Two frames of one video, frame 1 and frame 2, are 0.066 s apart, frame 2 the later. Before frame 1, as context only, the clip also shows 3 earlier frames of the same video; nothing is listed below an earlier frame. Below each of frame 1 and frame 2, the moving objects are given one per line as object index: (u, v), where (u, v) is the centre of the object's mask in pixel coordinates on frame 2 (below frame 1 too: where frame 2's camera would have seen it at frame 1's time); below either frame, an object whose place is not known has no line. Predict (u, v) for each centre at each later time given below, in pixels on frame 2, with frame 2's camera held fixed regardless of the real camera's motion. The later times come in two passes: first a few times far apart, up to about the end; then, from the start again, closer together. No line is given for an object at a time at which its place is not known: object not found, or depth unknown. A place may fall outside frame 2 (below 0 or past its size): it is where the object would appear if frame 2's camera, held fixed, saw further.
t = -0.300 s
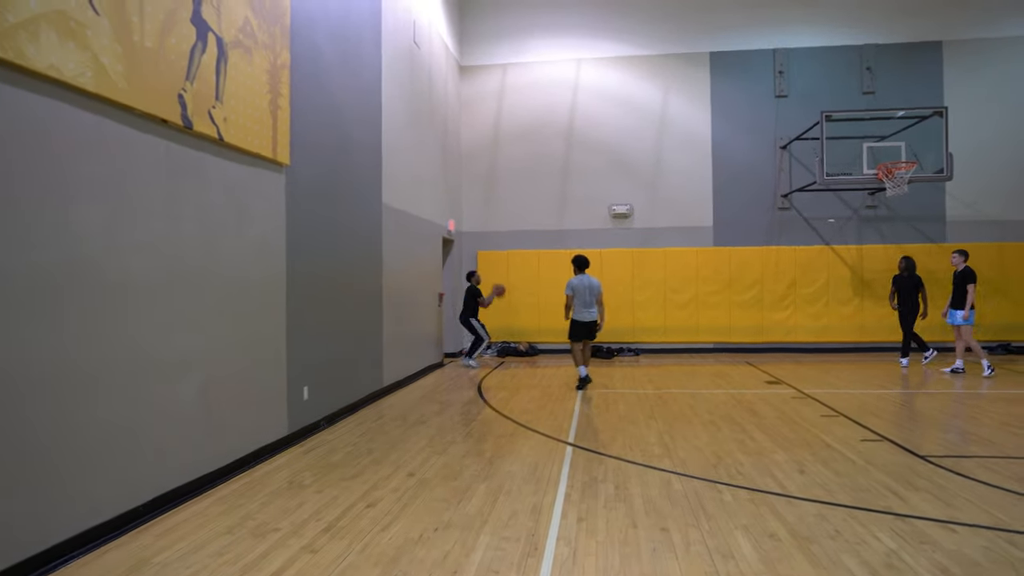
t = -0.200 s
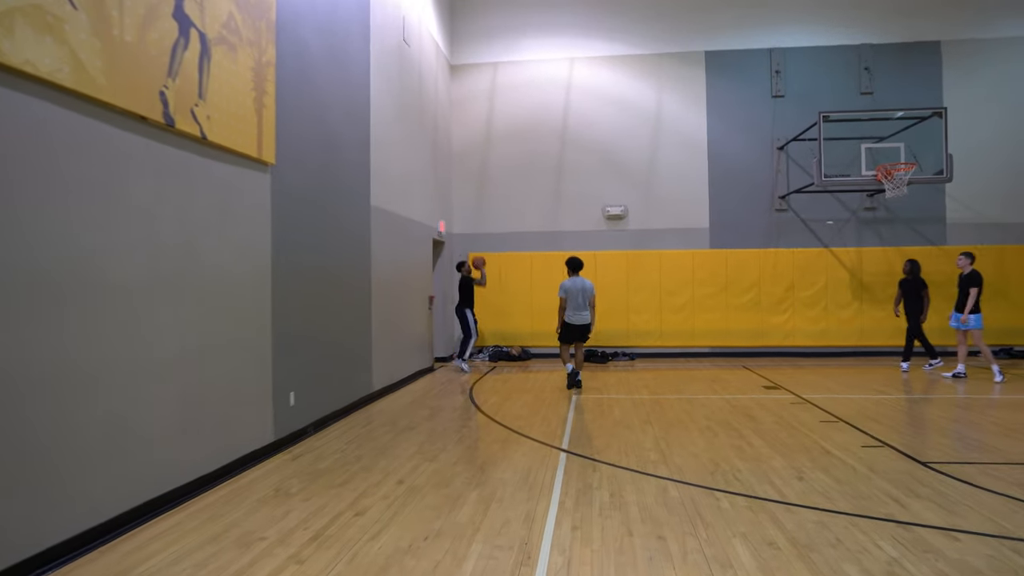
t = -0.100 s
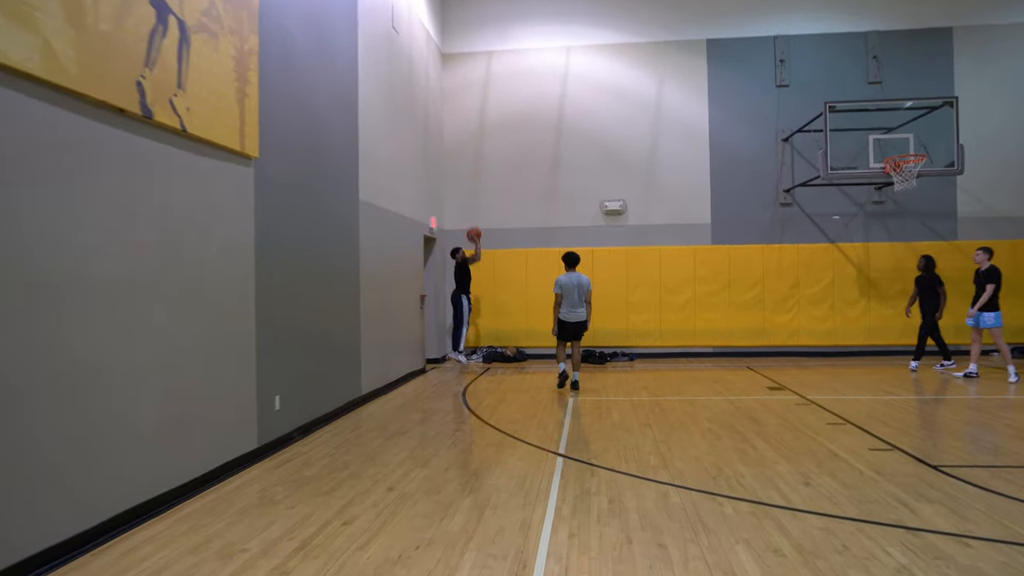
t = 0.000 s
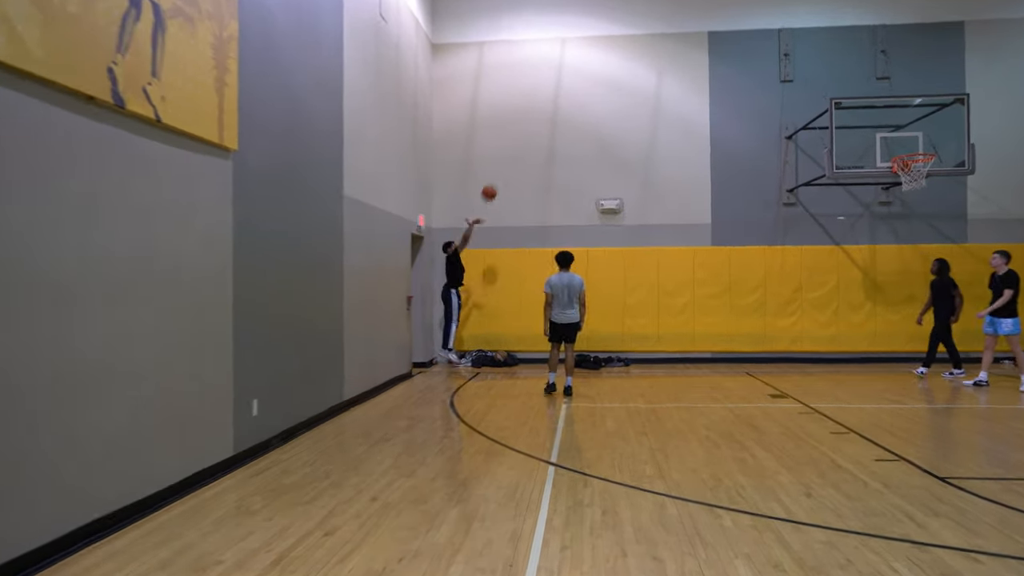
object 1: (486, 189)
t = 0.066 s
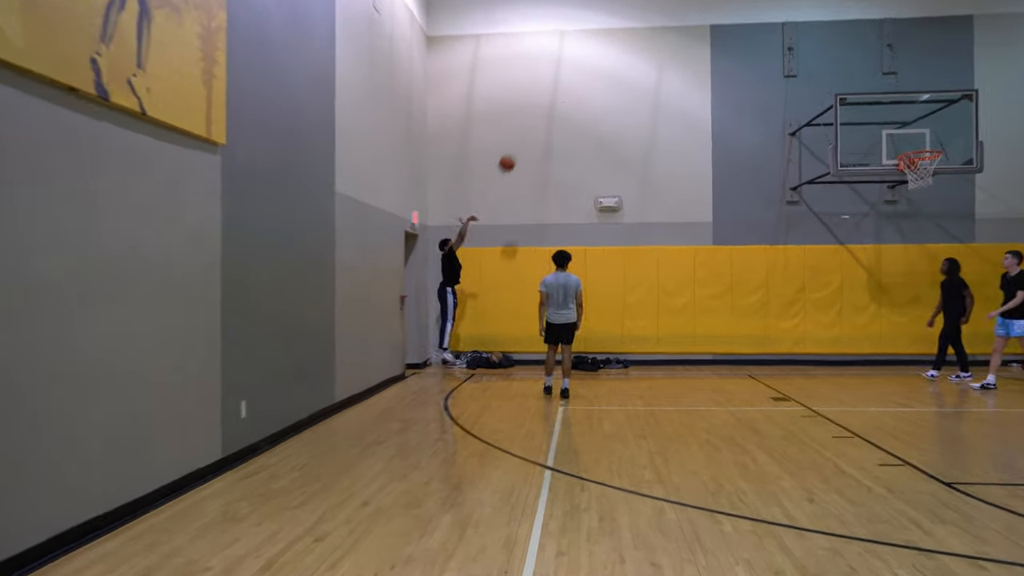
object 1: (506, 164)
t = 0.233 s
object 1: (560, 111)
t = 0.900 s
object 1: (799, 63)
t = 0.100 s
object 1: (517, 152)
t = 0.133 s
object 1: (527, 140)
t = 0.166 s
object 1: (538, 129)
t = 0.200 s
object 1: (549, 119)
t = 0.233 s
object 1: (560, 111)
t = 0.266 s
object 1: (569, 102)
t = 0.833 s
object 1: (772, 55)
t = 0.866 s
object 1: (786, 59)
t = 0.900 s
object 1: (799, 63)
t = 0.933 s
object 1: (814, 70)
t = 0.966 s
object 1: (827, 78)
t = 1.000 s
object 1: (842, 85)
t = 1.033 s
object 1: (857, 94)
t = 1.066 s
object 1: (871, 106)
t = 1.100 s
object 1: (886, 117)
